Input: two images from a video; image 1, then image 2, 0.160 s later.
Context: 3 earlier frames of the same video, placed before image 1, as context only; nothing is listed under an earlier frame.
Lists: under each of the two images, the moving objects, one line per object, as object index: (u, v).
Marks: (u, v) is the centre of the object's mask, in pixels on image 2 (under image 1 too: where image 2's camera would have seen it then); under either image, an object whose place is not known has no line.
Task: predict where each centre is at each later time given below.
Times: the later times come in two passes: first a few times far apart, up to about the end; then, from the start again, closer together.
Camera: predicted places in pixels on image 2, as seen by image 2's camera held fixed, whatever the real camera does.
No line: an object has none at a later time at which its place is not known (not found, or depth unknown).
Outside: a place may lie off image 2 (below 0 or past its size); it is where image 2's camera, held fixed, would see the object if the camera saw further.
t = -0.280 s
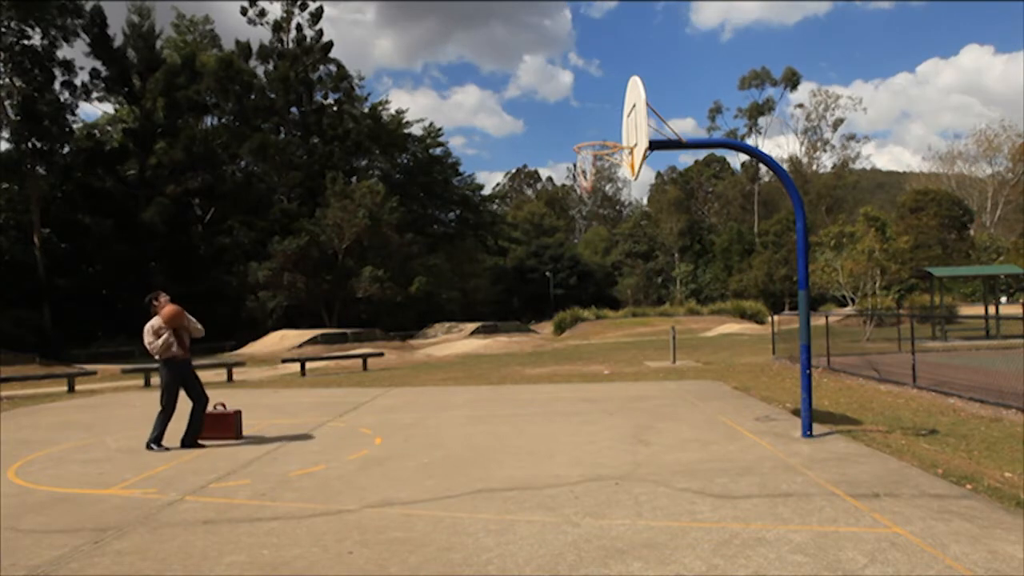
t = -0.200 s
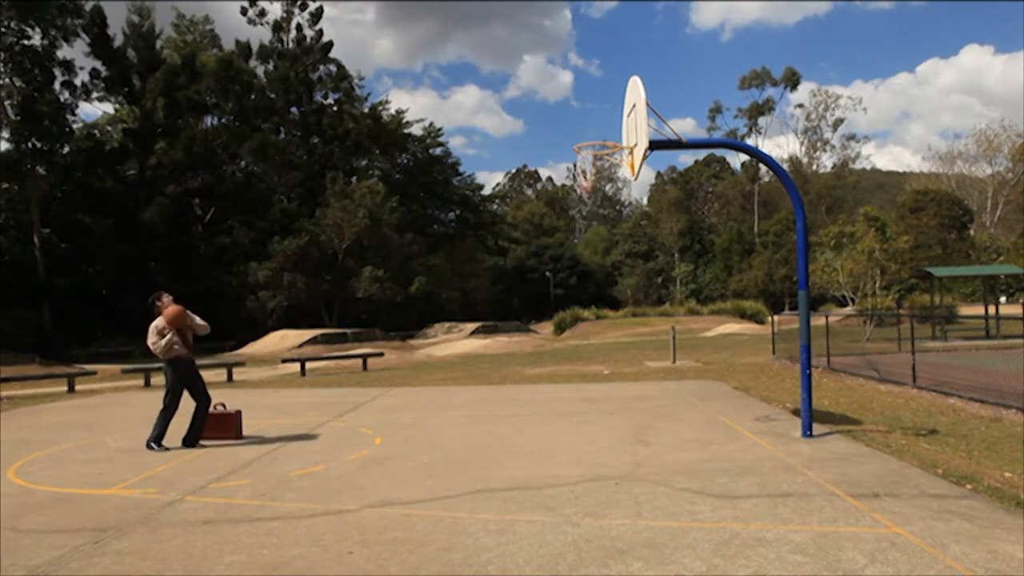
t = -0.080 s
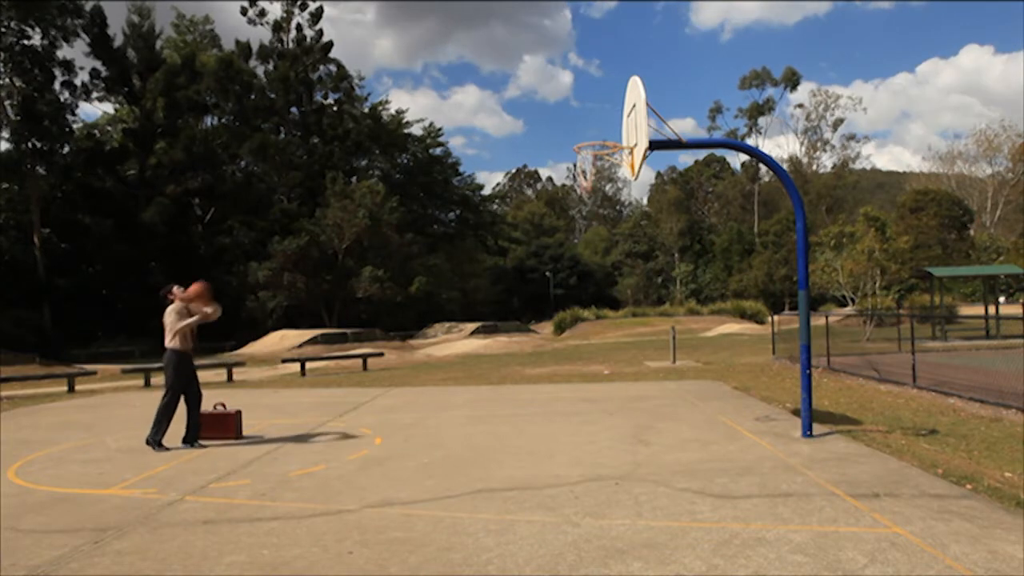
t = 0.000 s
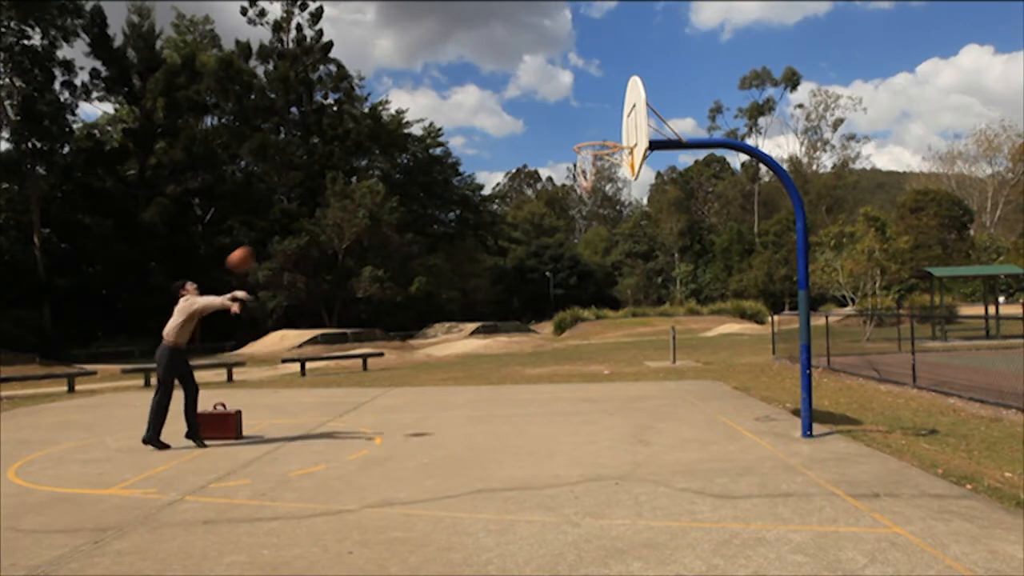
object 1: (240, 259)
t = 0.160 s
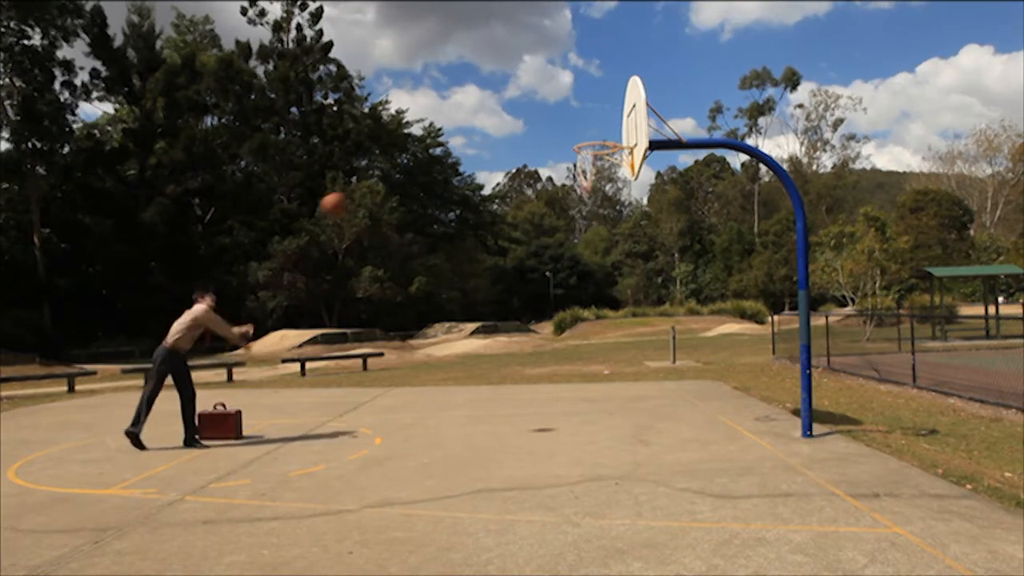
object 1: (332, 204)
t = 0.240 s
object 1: (382, 185)
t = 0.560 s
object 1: (587, 168)
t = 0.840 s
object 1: (775, 236)
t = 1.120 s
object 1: (968, 385)
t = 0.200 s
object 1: (357, 193)
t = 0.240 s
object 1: (382, 185)
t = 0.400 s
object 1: (483, 164)
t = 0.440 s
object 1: (508, 163)
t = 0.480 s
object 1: (534, 162)
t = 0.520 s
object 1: (560, 165)
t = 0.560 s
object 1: (587, 168)
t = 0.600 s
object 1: (612, 173)
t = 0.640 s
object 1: (641, 179)
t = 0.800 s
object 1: (747, 221)
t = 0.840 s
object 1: (775, 236)
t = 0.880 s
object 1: (803, 253)
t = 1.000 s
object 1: (884, 311)
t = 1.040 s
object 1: (911, 333)
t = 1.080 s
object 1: (942, 361)
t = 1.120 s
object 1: (968, 385)
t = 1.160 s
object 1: (997, 413)
